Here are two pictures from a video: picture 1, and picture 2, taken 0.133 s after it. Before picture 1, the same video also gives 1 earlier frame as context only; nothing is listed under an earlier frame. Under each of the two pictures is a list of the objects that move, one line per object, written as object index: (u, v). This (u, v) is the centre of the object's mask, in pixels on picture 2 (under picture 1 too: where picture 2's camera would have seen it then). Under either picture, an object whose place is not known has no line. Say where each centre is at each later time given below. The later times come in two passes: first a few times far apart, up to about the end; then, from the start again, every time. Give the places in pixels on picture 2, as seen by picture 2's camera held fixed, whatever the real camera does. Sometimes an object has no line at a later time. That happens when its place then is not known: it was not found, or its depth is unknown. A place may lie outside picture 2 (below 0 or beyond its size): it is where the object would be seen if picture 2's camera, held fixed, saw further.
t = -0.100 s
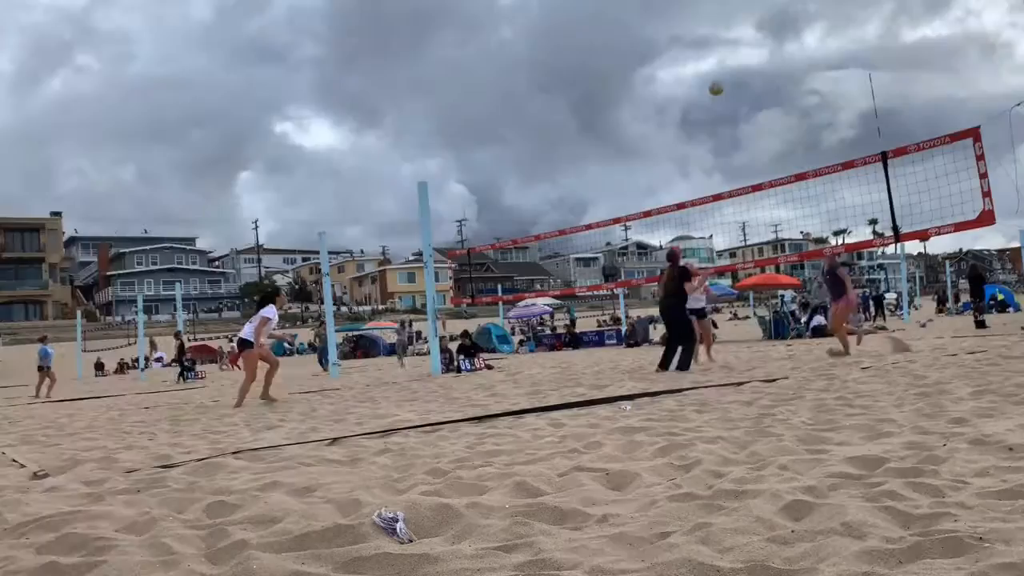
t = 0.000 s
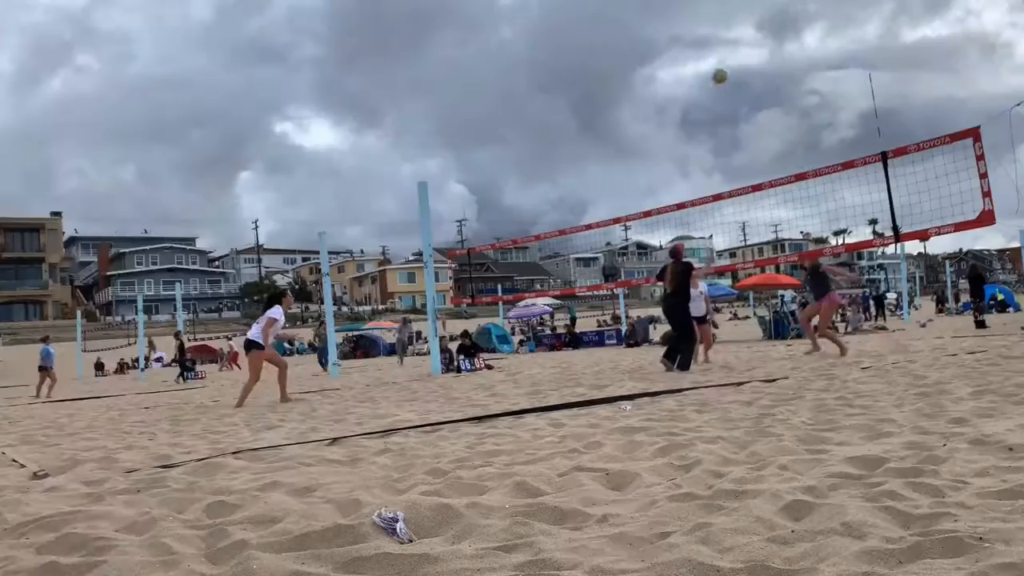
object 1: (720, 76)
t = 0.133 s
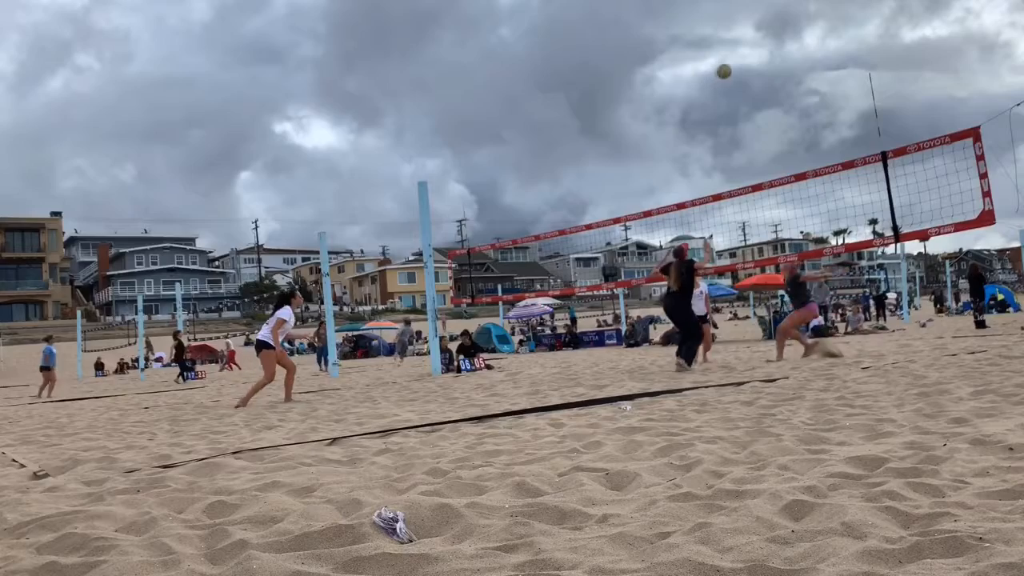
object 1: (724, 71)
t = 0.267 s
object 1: (729, 78)
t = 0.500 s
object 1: (739, 121)
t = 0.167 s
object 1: (725, 72)
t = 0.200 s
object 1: (726, 73)
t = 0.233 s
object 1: (728, 75)
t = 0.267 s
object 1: (729, 78)
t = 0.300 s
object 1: (730, 80)
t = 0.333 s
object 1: (732, 86)
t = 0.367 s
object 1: (734, 92)
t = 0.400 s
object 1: (735, 97)
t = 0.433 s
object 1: (736, 105)
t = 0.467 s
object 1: (738, 112)
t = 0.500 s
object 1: (739, 121)
